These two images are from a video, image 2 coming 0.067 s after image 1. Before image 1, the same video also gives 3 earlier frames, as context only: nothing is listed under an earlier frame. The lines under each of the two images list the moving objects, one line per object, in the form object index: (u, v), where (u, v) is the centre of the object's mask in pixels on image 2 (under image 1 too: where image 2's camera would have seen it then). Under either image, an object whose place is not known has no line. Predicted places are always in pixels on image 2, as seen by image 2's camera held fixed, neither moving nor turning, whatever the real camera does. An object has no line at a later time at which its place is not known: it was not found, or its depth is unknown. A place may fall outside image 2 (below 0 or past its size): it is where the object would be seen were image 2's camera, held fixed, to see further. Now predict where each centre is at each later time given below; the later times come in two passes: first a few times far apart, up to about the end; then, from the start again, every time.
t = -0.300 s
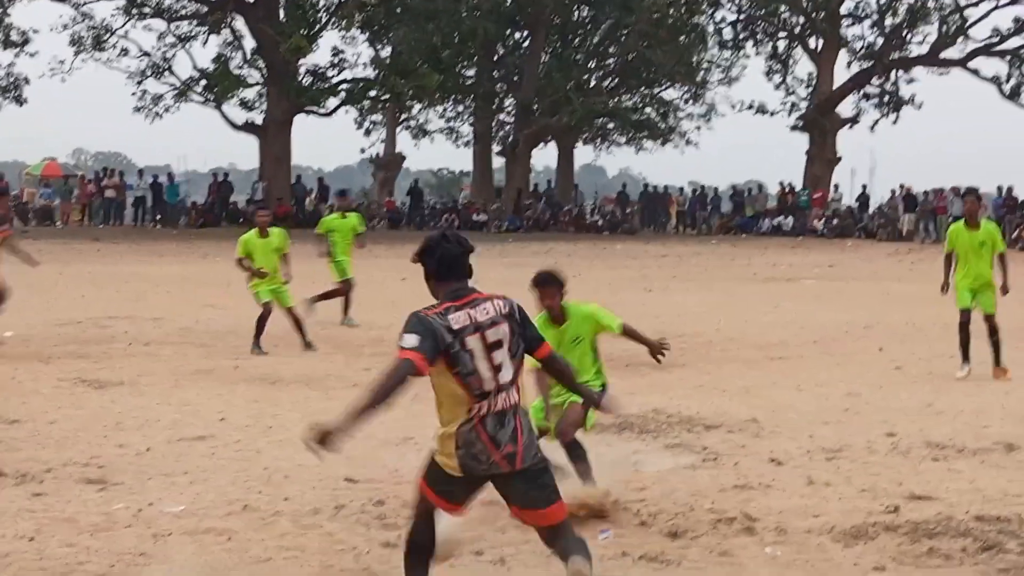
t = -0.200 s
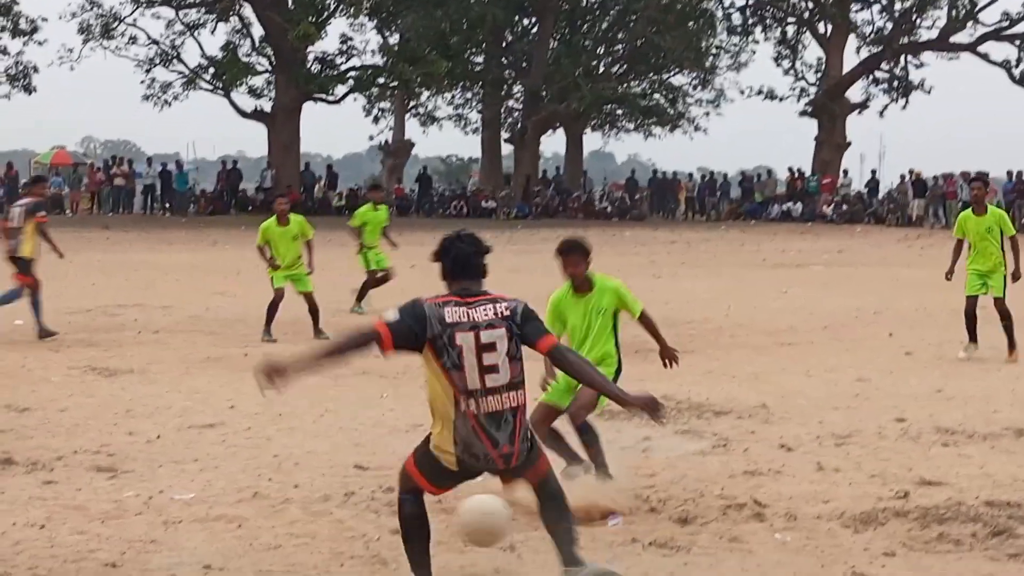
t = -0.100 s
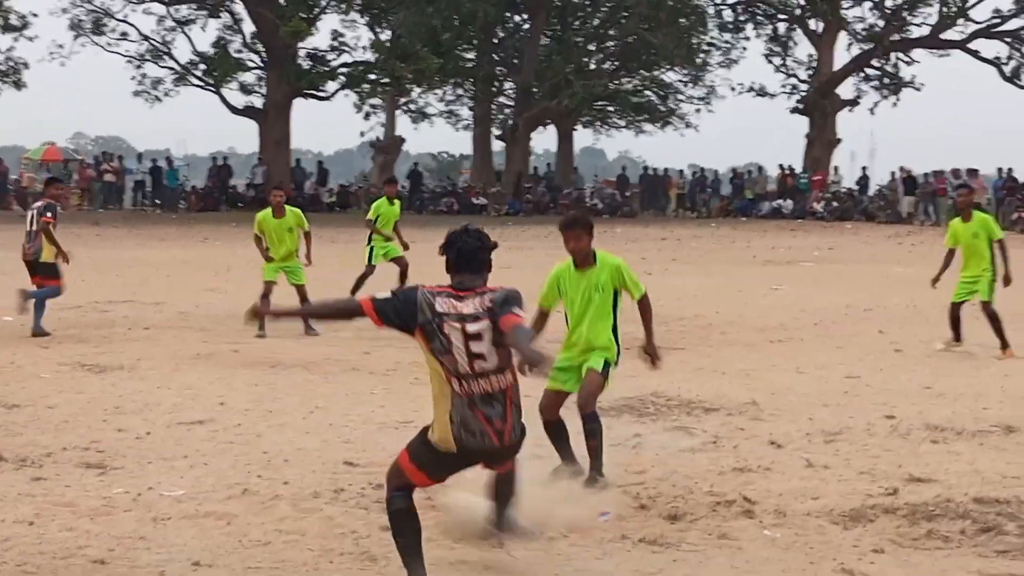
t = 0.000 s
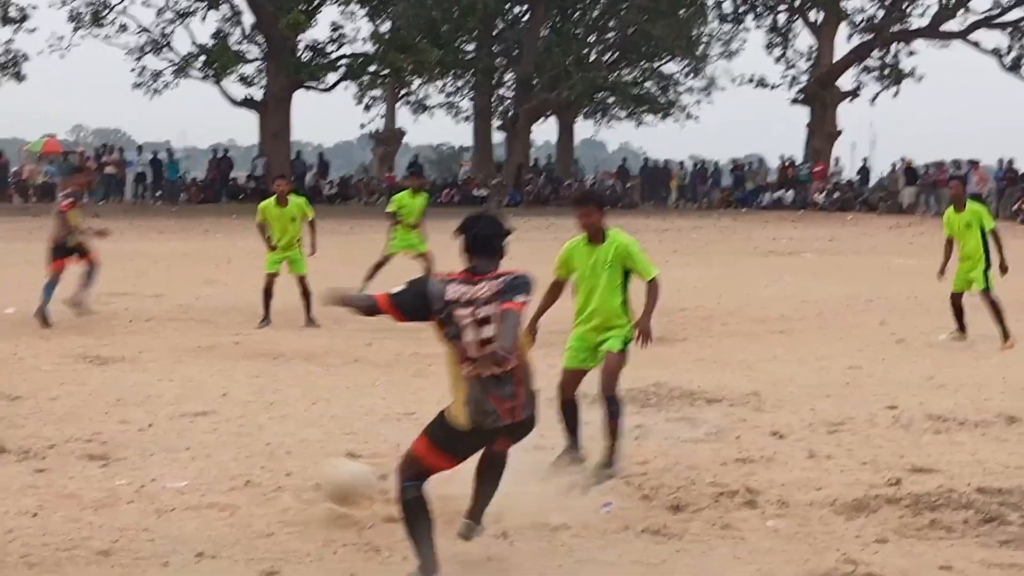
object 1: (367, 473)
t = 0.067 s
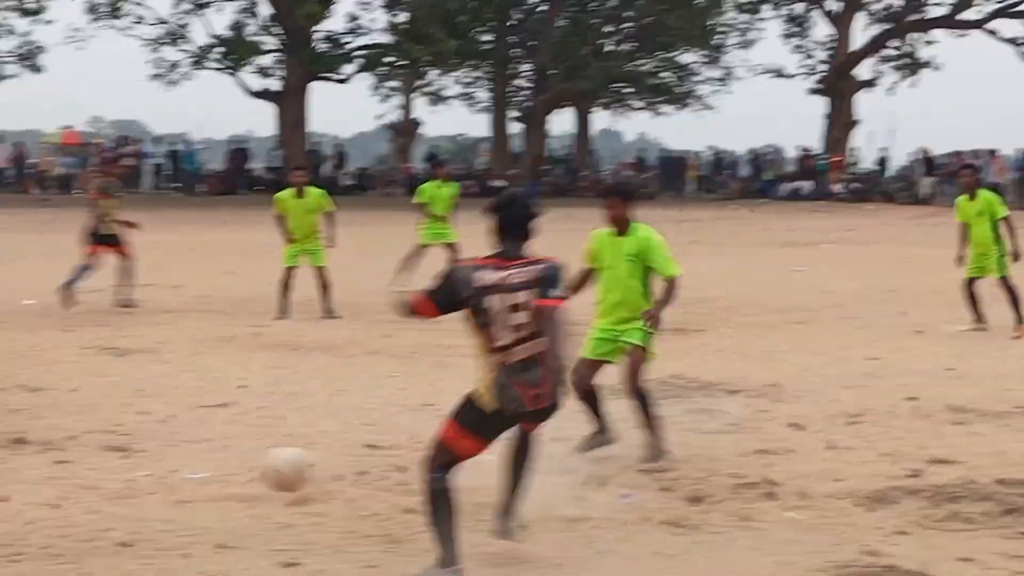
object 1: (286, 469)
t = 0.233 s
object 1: (156, 444)
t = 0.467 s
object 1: (42, 405)
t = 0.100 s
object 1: (253, 468)
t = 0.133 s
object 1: (227, 460)
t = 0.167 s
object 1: (202, 452)
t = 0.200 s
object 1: (180, 446)
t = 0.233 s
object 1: (156, 444)
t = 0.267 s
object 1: (137, 439)
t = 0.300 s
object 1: (119, 432)
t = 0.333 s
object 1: (102, 427)
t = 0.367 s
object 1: (85, 423)
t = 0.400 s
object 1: (68, 421)
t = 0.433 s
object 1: (54, 416)
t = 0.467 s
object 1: (42, 405)
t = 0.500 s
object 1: (30, 396)
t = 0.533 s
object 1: (18, 389)
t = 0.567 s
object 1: (5, 385)
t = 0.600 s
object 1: (-7, 383)
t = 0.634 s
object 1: (-18, 382)
